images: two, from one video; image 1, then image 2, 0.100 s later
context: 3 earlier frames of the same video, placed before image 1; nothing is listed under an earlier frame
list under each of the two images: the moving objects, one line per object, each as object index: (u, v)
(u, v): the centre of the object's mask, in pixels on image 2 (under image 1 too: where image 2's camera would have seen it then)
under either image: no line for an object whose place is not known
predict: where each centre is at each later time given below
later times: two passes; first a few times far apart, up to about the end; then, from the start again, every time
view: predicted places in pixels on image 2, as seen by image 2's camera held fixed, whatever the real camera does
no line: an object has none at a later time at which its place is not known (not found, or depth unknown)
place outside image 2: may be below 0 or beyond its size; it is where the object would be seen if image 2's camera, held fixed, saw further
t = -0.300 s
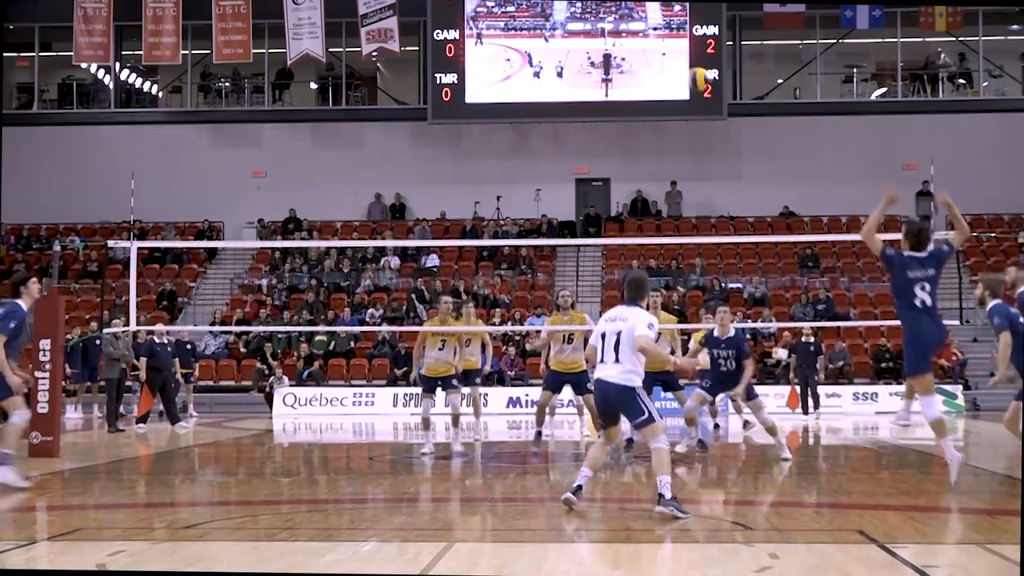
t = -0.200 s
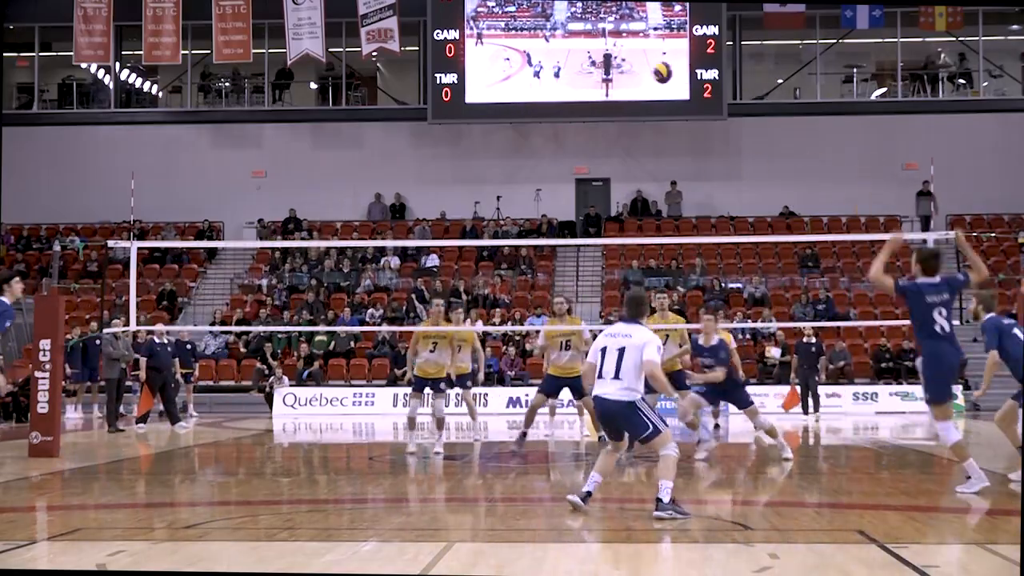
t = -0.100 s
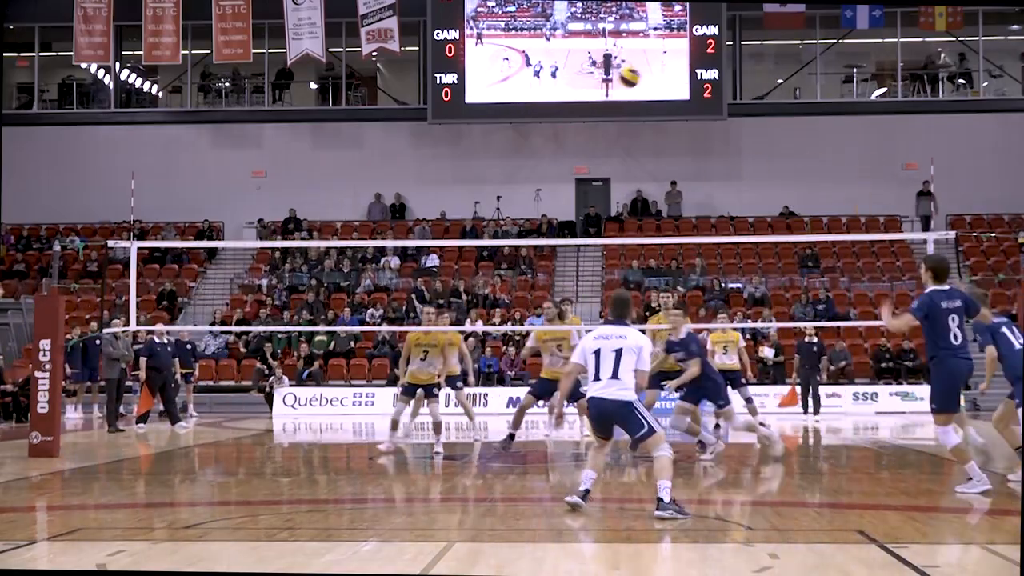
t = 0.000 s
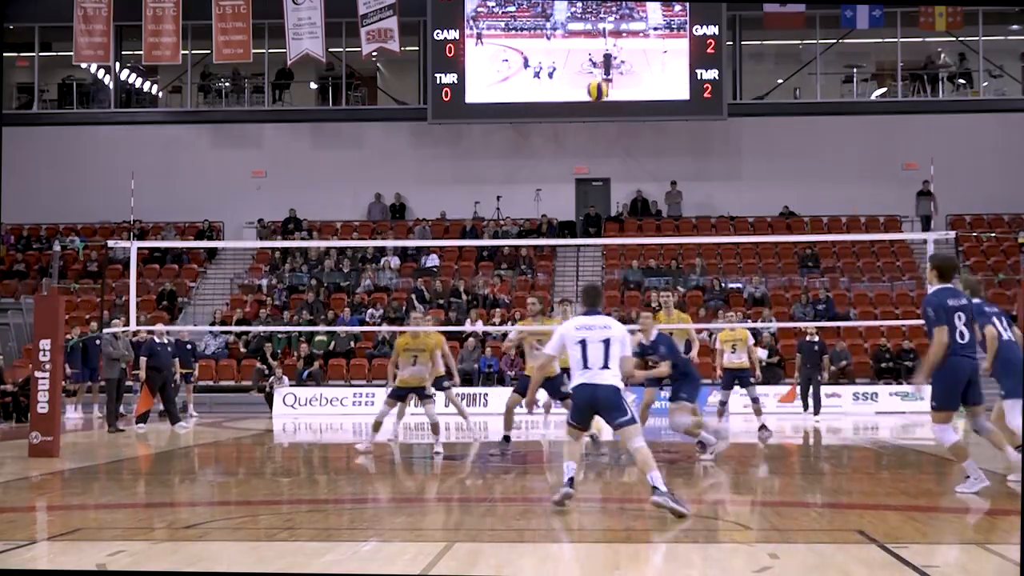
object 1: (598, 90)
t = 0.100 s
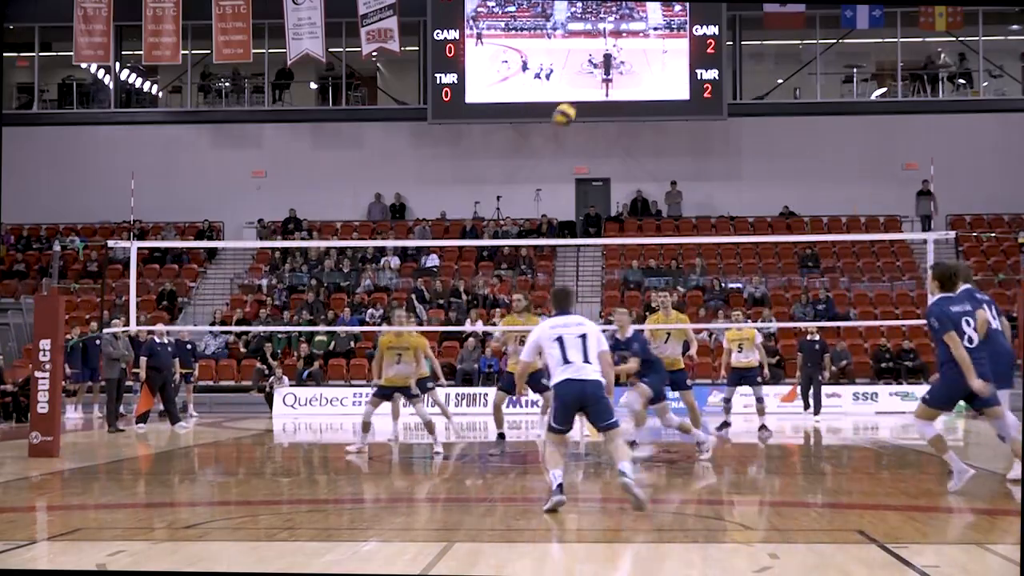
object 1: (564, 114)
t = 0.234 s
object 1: (525, 160)
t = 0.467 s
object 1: (459, 278)
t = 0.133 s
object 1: (555, 123)
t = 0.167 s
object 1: (544, 135)
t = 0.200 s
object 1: (535, 147)
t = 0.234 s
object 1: (525, 160)
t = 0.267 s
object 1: (516, 174)
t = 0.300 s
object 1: (505, 189)
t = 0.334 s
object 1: (496, 204)
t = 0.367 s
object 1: (485, 223)
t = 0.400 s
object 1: (477, 239)
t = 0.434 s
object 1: (467, 258)
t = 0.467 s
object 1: (459, 278)
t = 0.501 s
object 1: (450, 299)
